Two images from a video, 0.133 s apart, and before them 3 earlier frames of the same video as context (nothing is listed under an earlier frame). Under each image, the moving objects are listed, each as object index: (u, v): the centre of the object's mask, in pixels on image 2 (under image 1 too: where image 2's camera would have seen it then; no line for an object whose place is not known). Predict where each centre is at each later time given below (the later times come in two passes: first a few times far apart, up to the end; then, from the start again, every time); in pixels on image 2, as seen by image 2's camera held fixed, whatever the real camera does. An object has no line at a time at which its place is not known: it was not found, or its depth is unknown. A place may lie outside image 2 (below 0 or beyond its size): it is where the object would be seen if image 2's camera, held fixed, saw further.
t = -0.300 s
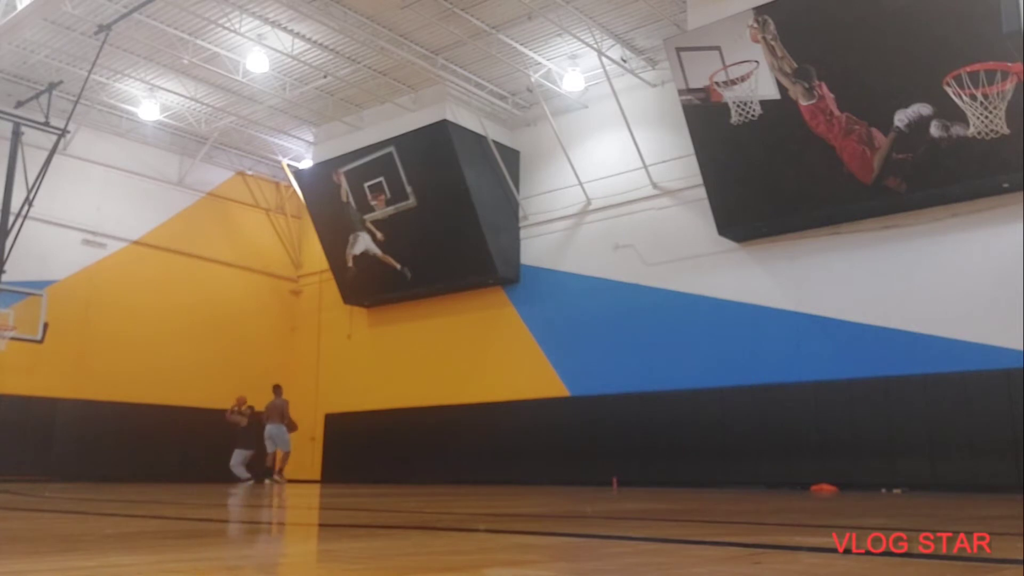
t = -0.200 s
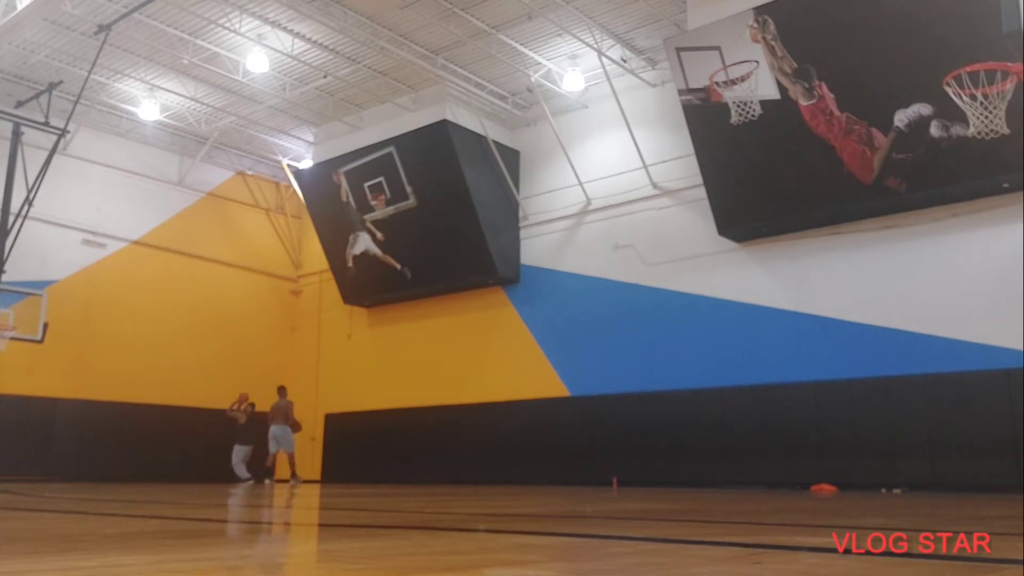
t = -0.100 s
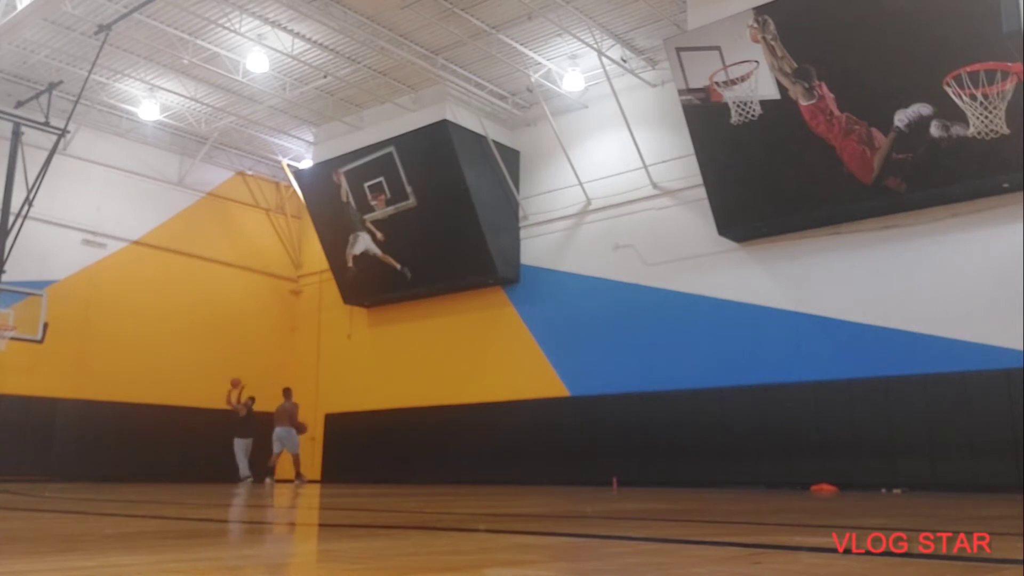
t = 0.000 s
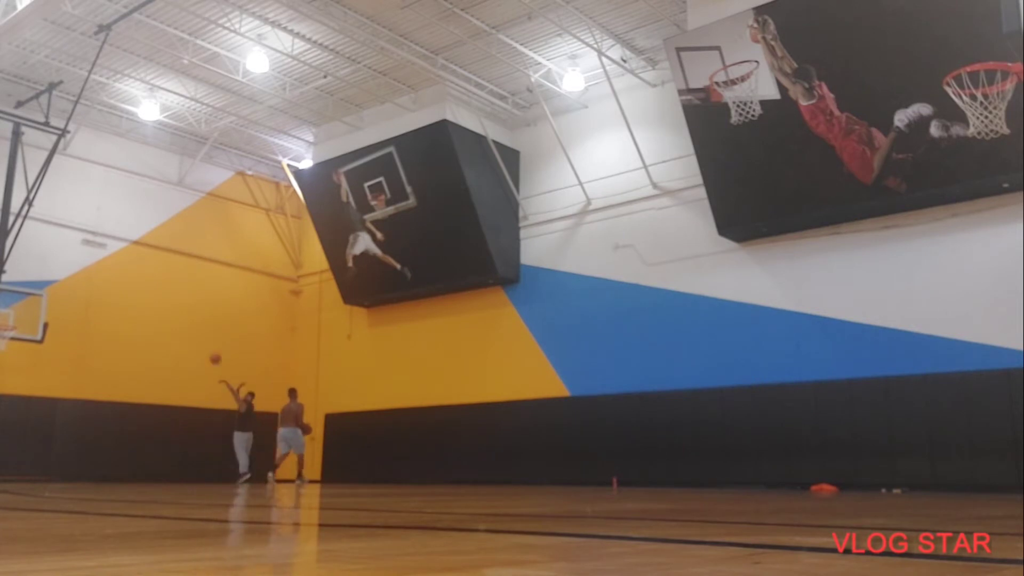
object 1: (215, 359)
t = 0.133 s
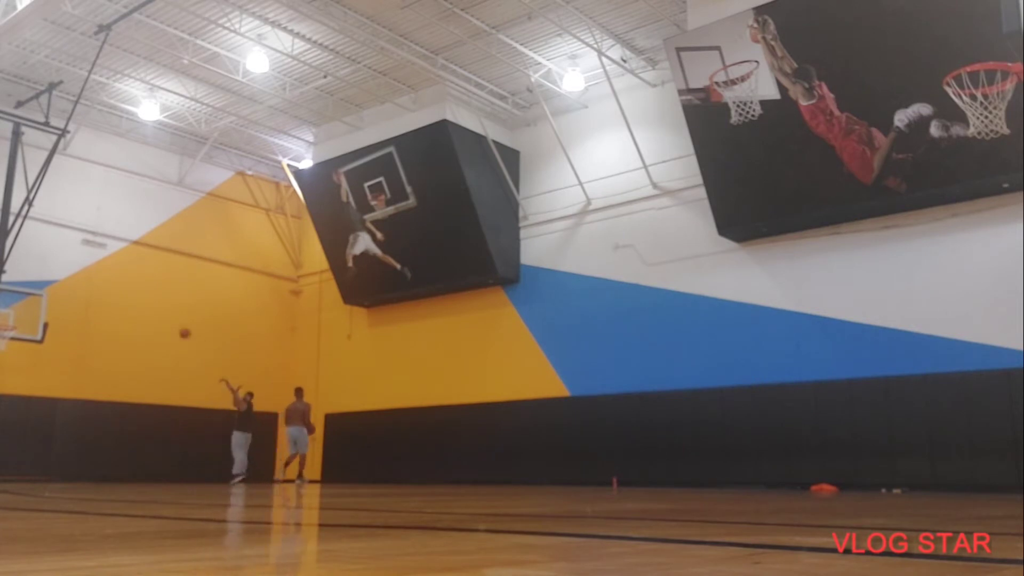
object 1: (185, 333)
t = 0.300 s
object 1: (146, 312)
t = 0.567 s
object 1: (80, 305)
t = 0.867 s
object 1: (24, 318)
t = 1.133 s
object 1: (48, 308)
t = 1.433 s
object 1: (73, 330)
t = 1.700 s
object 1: (91, 385)
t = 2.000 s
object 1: (108, 474)
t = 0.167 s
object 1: (177, 328)
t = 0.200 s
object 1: (169, 323)
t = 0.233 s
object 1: (162, 319)
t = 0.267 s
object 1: (154, 316)
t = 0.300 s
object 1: (146, 312)
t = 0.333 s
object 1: (138, 310)
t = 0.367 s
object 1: (129, 308)
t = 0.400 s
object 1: (122, 306)
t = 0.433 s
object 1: (113, 305)
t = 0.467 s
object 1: (105, 304)
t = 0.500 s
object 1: (97, 304)
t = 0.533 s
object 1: (88, 304)
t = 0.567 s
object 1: (80, 305)
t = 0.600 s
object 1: (71, 306)
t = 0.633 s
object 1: (62, 308)
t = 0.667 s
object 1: (54, 311)
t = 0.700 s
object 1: (45, 313)
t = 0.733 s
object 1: (35, 317)
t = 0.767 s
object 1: (27, 321)
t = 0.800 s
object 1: (19, 325)
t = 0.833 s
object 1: (22, 321)
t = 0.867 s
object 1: (24, 318)
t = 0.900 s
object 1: (27, 315)
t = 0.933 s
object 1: (30, 313)
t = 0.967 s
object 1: (32, 311)
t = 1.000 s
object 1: (35, 310)
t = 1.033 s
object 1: (38, 309)
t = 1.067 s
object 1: (41, 308)
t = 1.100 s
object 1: (44, 308)
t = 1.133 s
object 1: (48, 308)
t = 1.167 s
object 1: (50, 308)
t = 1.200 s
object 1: (53, 309)
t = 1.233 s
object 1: (57, 310)
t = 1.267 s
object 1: (60, 312)
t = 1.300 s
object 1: (62, 315)
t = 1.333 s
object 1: (65, 318)
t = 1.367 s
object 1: (68, 321)
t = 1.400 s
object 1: (70, 325)
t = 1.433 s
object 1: (73, 330)
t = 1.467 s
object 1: (75, 335)
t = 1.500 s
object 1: (78, 340)
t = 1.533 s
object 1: (80, 347)
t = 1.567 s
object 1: (83, 353)
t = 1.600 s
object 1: (85, 360)
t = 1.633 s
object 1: (87, 368)
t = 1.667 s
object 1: (89, 377)
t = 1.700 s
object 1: (91, 385)
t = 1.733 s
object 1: (93, 394)
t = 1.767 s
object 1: (95, 404)
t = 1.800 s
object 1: (97, 414)
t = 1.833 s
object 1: (99, 424)
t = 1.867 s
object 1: (101, 436)
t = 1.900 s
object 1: (102, 447)
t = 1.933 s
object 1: (104, 459)
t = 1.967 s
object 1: (106, 473)
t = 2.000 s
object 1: (108, 474)
